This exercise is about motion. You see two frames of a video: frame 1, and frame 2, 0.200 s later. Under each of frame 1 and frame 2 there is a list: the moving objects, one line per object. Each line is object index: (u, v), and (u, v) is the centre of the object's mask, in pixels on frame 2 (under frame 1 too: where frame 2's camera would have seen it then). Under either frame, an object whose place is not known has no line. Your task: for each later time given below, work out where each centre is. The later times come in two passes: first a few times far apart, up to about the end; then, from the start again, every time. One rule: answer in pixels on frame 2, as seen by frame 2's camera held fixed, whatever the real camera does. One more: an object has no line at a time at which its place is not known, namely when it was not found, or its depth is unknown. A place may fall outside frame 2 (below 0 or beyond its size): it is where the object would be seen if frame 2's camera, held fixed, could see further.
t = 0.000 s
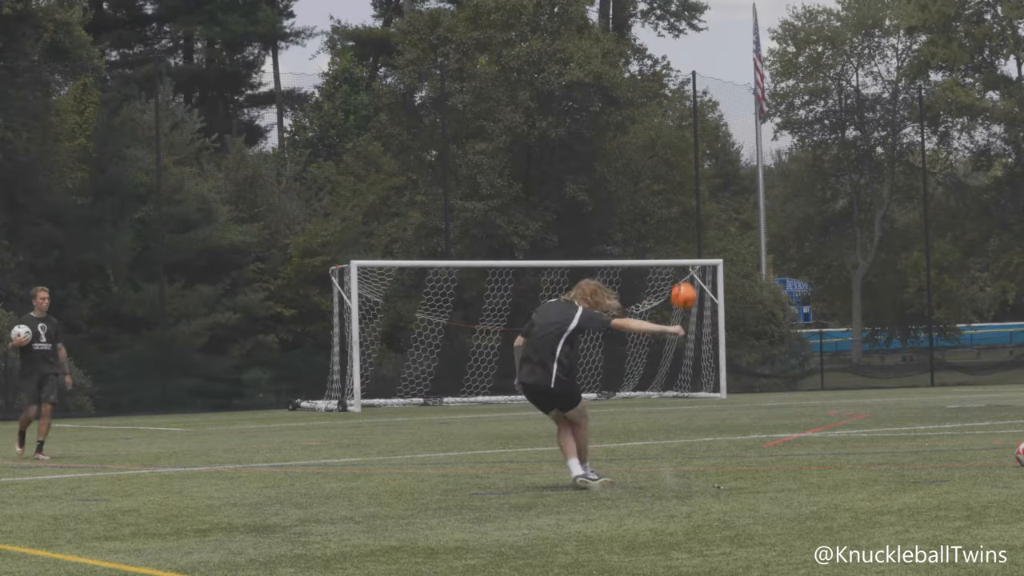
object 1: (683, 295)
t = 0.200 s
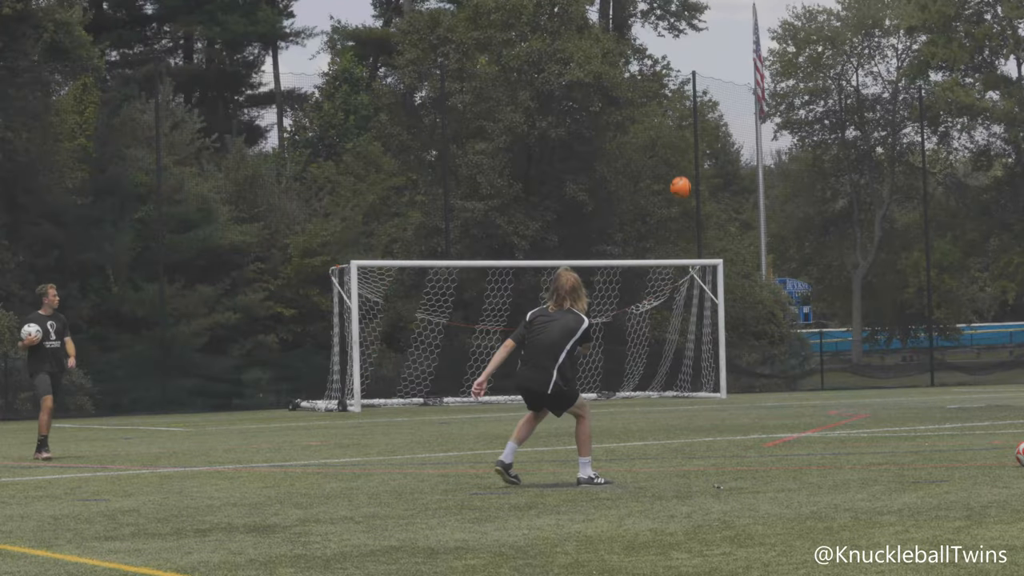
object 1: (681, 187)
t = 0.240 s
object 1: (679, 176)
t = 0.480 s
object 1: (659, 143)
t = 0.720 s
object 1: (642, 165)
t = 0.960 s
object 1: (633, 216)
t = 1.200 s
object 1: (621, 287)
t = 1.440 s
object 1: (624, 301)
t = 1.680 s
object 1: (638, 312)
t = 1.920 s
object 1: (651, 353)
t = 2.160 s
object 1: (663, 377)
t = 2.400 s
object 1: (670, 341)
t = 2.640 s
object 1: (677, 338)
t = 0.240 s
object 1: (679, 176)
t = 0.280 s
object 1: (675, 163)
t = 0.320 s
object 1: (673, 156)
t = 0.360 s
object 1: (670, 151)
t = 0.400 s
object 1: (666, 145)
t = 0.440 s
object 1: (664, 144)
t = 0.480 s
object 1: (659, 143)
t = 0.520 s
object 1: (657, 144)
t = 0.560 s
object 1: (655, 145)
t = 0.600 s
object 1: (651, 149)
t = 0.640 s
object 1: (648, 152)
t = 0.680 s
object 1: (644, 159)
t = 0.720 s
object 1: (642, 165)
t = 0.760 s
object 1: (640, 171)
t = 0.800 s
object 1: (638, 181)
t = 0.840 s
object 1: (637, 188)
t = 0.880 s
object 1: (635, 199)
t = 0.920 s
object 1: (634, 207)
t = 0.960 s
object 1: (633, 216)
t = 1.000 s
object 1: (631, 229)
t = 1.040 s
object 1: (629, 238)
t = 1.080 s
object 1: (626, 252)
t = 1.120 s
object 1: (625, 262)
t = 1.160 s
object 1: (623, 272)
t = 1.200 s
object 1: (621, 287)
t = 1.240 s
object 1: (620, 291)
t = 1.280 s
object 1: (620, 295)
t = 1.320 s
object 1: (620, 299)
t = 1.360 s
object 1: (620, 302)
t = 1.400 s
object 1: (622, 302)
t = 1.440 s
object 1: (624, 301)
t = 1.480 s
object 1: (626, 301)
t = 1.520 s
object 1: (627, 300)
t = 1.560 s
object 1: (630, 301)
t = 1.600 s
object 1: (633, 305)
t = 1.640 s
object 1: (635, 307)
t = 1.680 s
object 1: (638, 312)
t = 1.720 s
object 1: (640, 315)
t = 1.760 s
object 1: (641, 321)
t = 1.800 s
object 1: (645, 329)
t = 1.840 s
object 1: (646, 336)
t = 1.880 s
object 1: (650, 346)
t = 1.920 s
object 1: (651, 353)
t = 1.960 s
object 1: (653, 362)
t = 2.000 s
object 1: (657, 375)
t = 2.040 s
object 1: (659, 385)
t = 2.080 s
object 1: (661, 391)
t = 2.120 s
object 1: (662, 384)
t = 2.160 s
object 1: (663, 377)
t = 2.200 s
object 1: (664, 367)
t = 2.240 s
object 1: (665, 361)
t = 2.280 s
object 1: (666, 354)
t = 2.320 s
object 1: (667, 350)
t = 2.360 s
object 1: (668, 346)
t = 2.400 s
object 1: (670, 341)
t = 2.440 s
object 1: (670, 339)
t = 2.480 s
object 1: (672, 337)
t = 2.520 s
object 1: (673, 336)
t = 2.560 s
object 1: (674, 336)
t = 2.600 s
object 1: (676, 336)
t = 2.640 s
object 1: (677, 338)
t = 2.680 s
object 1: (678, 341)
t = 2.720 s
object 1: (680, 344)
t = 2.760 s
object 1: (681, 347)
